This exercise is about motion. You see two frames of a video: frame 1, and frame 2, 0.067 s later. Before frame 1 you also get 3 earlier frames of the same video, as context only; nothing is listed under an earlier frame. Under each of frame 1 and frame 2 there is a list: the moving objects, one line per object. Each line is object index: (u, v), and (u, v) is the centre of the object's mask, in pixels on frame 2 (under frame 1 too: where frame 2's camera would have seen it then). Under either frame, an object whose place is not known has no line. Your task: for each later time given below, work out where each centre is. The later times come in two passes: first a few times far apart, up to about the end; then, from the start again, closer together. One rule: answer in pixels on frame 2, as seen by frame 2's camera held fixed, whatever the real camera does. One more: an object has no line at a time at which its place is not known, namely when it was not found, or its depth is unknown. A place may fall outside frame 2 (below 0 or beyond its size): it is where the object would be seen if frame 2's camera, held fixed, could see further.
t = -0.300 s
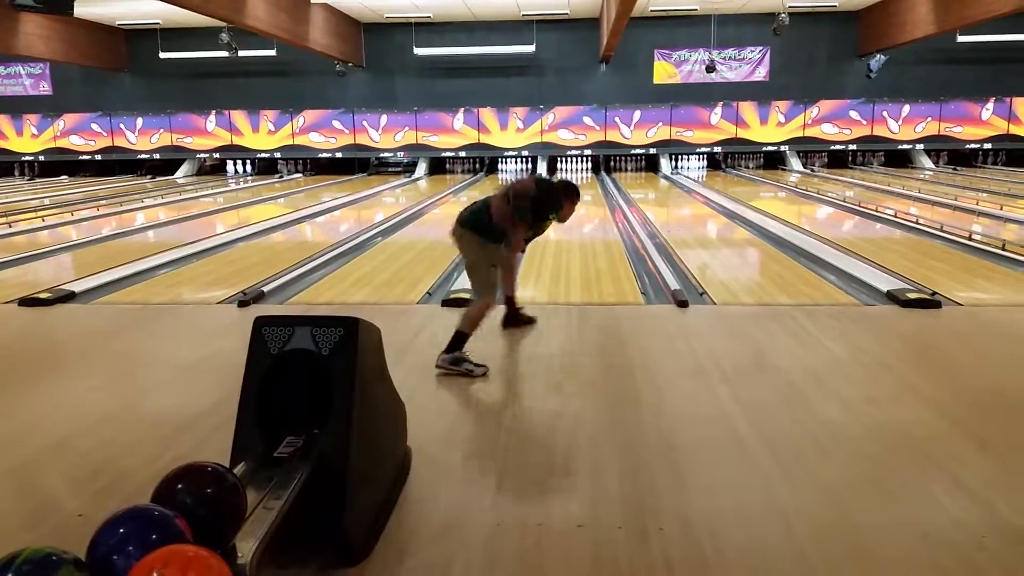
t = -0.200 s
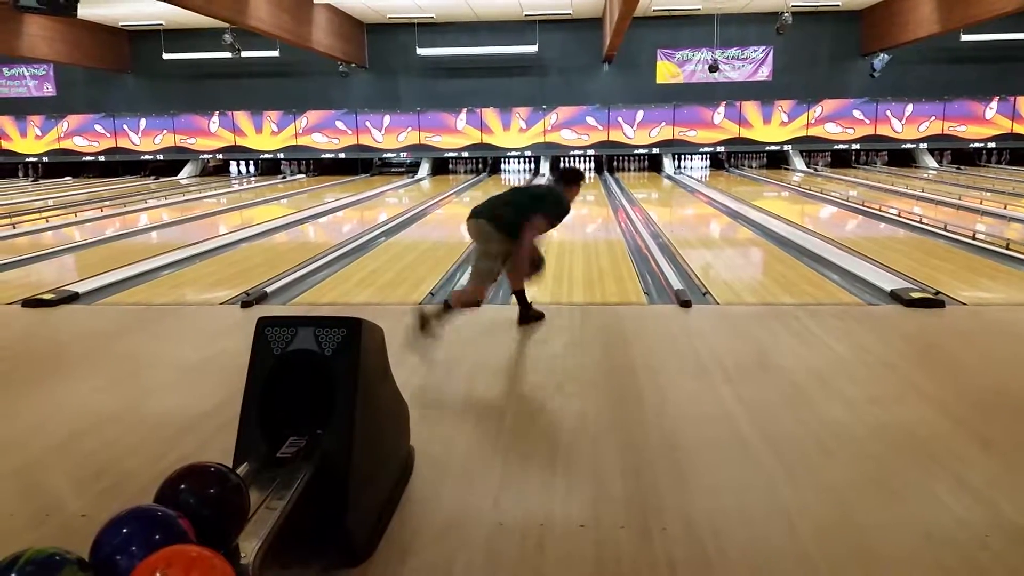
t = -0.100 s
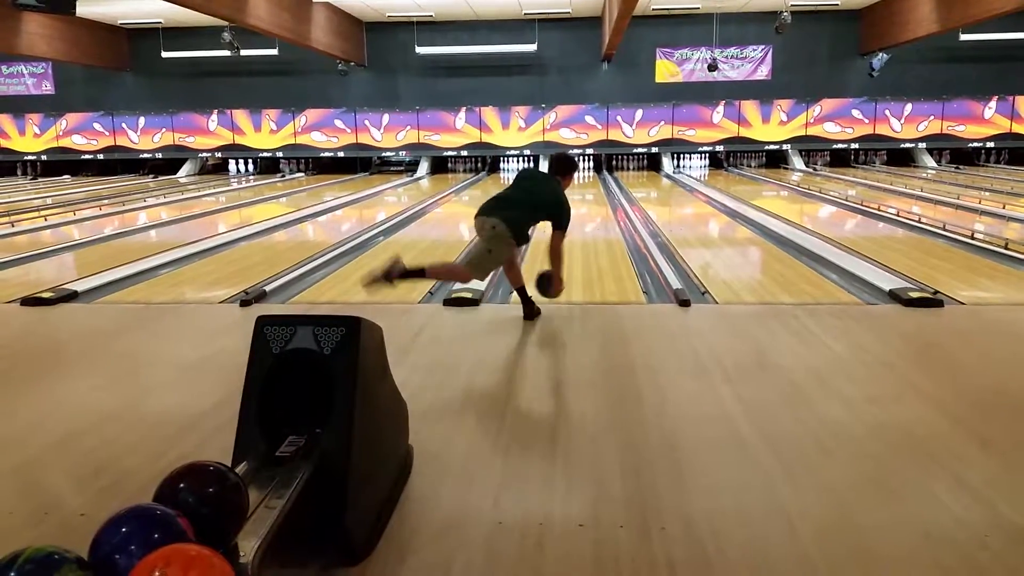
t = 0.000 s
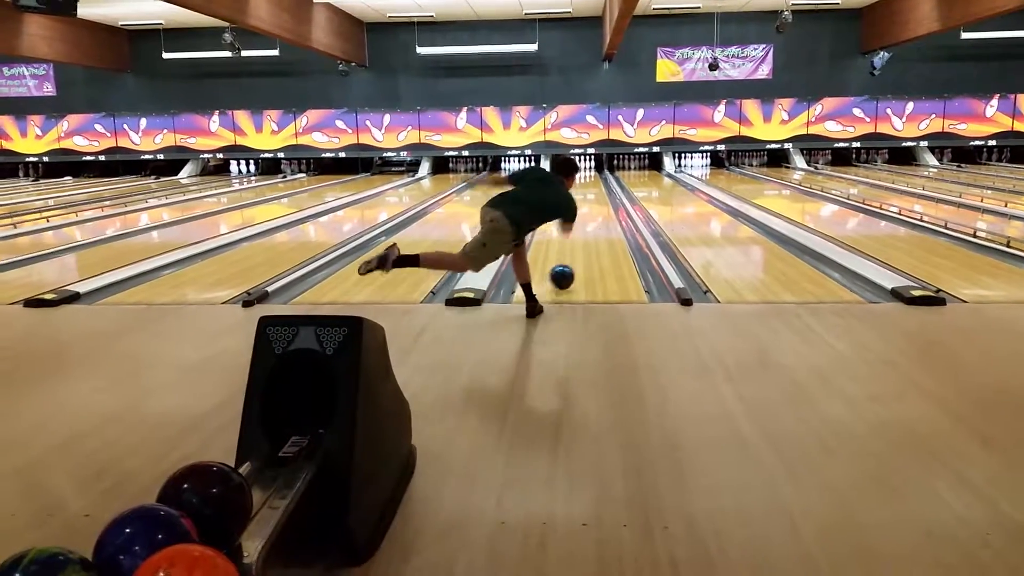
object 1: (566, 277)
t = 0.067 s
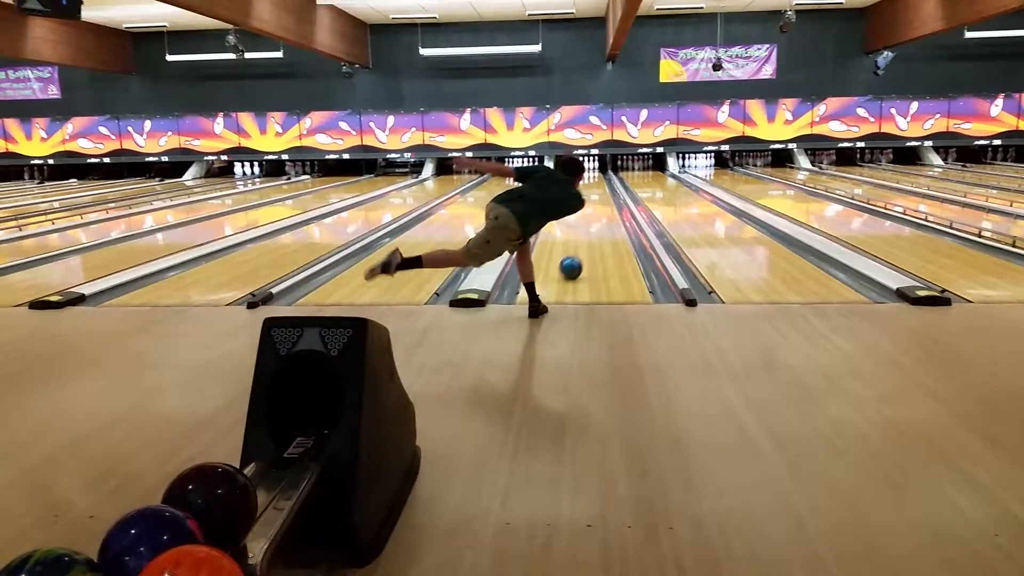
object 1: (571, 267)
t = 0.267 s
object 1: (582, 241)
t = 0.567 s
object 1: (592, 211)
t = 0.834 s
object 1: (595, 200)
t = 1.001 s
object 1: (597, 194)
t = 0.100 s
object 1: (573, 263)
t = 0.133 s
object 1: (575, 258)
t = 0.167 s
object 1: (576, 253)
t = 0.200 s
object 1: (578, 249)
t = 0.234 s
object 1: (580, 245)
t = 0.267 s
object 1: (582, 241)
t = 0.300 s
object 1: (583, 238)
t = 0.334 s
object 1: (584, 234)
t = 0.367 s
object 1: (585, 231)
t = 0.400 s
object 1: (587, 228)
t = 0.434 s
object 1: (587, 225)
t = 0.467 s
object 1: (588, 223)
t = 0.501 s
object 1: (589, 222)
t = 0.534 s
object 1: (591, 221)
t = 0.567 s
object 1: (592, 211)
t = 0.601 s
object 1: (592, 213)
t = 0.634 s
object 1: (592, 212)
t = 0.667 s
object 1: (593, 210)
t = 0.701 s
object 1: (594, 208)
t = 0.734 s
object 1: (594, 206)
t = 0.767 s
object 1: (594, 202)
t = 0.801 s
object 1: (595, 202)
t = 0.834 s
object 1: (595, 200)
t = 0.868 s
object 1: (595, 199)
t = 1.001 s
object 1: (597, 194)
